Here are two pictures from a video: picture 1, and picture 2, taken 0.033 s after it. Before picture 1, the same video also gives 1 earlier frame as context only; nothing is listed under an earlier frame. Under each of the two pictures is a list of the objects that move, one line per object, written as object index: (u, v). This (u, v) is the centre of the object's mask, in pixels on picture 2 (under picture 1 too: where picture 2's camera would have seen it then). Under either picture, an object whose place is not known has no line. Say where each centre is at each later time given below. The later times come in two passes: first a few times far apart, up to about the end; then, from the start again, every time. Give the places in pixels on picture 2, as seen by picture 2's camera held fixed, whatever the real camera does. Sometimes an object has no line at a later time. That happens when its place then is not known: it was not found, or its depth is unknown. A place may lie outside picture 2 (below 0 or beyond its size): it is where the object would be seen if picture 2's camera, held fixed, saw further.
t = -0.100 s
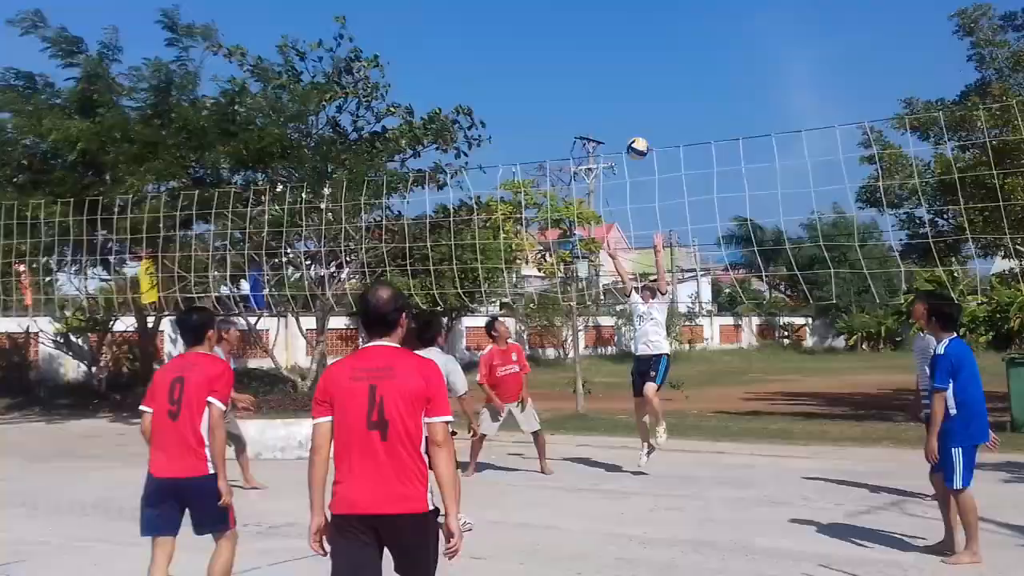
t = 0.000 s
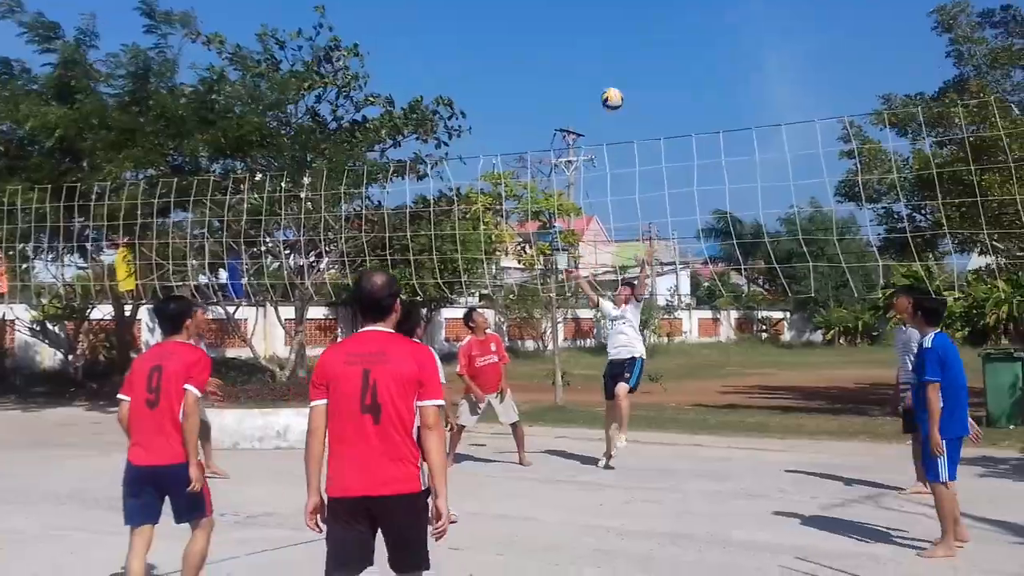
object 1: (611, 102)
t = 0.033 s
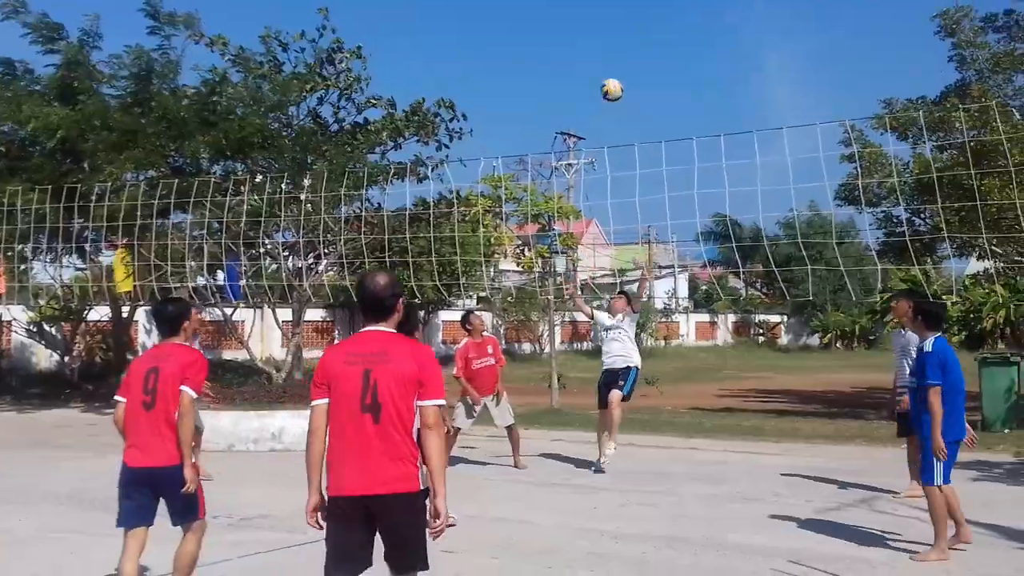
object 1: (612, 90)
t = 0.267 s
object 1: (597, 36)
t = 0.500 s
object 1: (582, 42)
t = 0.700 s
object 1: (566, 99)
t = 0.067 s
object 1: (609, 79)
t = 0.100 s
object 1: (606, 70)
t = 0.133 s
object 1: (608, 62)
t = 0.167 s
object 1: (603, 52)
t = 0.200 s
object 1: (603, 46)
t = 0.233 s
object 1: (601, 41)
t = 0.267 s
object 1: (597, 36)
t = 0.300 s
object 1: (596, 34)
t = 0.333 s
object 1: (594, 33)
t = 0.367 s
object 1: (592, 32)
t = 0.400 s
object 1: (590, 32)
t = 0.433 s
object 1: (586, 33)
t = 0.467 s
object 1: (585, 37)
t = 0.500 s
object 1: (582, 42)
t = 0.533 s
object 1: (579, 48)
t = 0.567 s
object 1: (578, 54)
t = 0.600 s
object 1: (574, 62)
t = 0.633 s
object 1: (572, 73)
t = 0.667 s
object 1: (571, 86)
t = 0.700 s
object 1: (566, 99)
